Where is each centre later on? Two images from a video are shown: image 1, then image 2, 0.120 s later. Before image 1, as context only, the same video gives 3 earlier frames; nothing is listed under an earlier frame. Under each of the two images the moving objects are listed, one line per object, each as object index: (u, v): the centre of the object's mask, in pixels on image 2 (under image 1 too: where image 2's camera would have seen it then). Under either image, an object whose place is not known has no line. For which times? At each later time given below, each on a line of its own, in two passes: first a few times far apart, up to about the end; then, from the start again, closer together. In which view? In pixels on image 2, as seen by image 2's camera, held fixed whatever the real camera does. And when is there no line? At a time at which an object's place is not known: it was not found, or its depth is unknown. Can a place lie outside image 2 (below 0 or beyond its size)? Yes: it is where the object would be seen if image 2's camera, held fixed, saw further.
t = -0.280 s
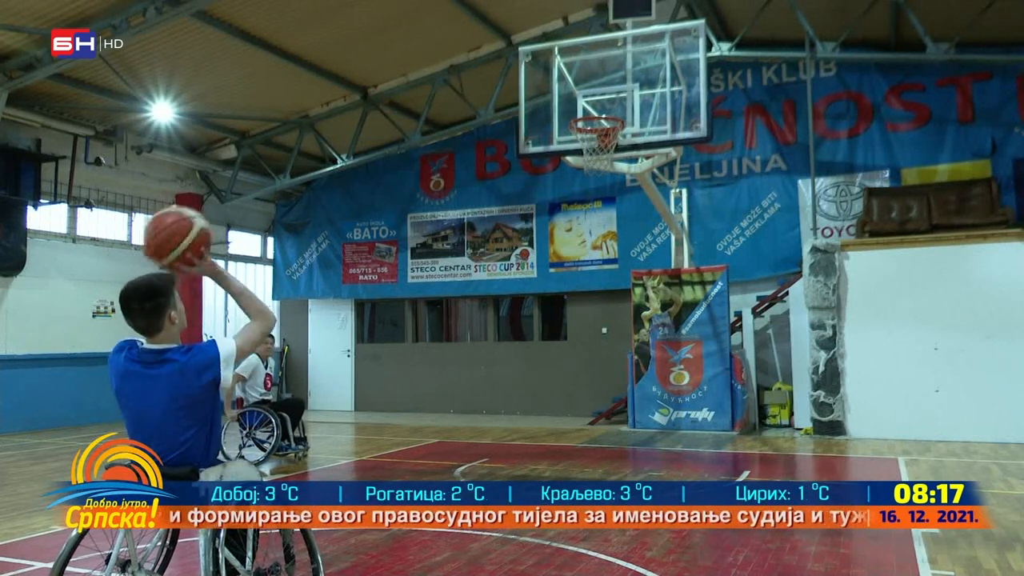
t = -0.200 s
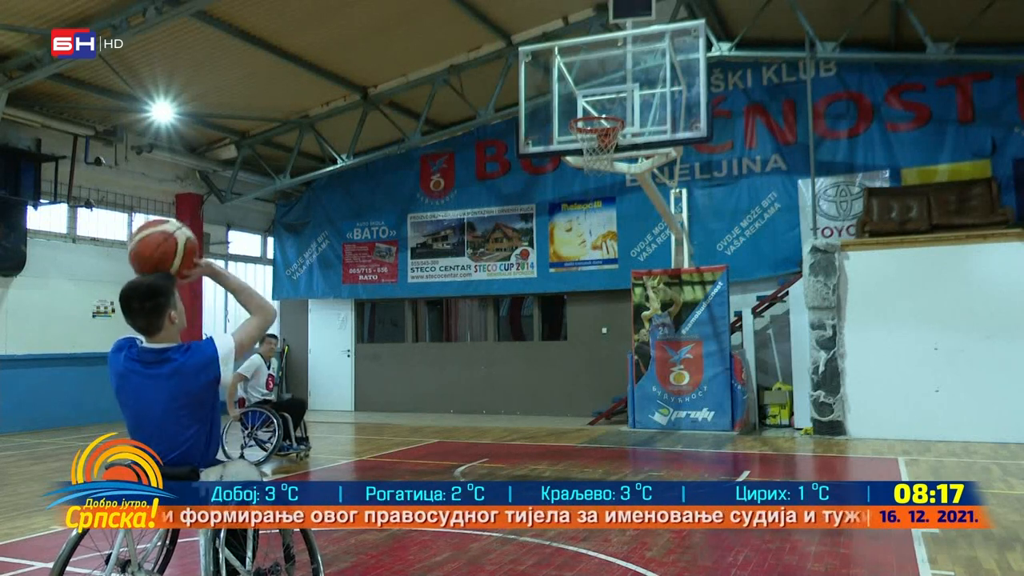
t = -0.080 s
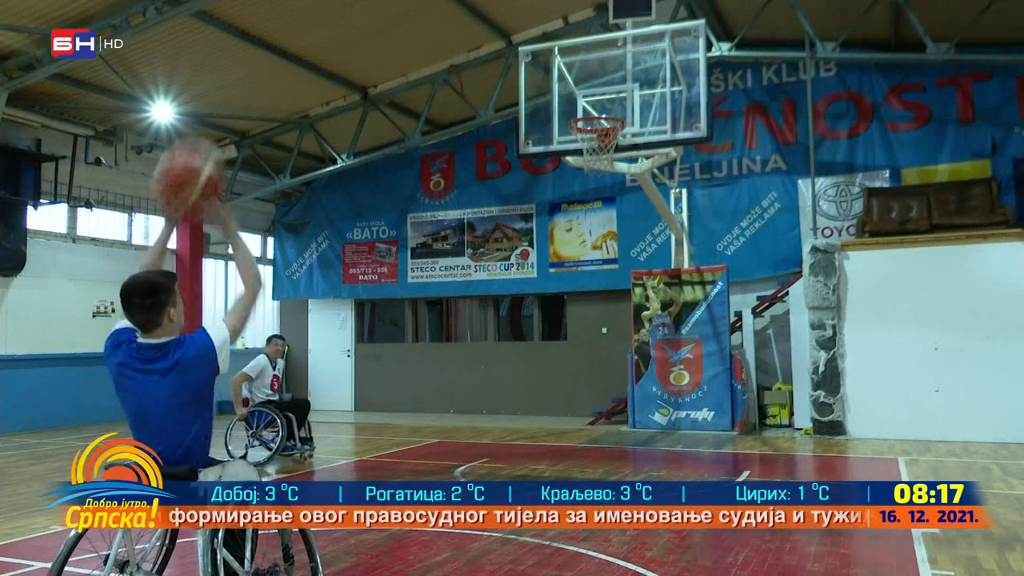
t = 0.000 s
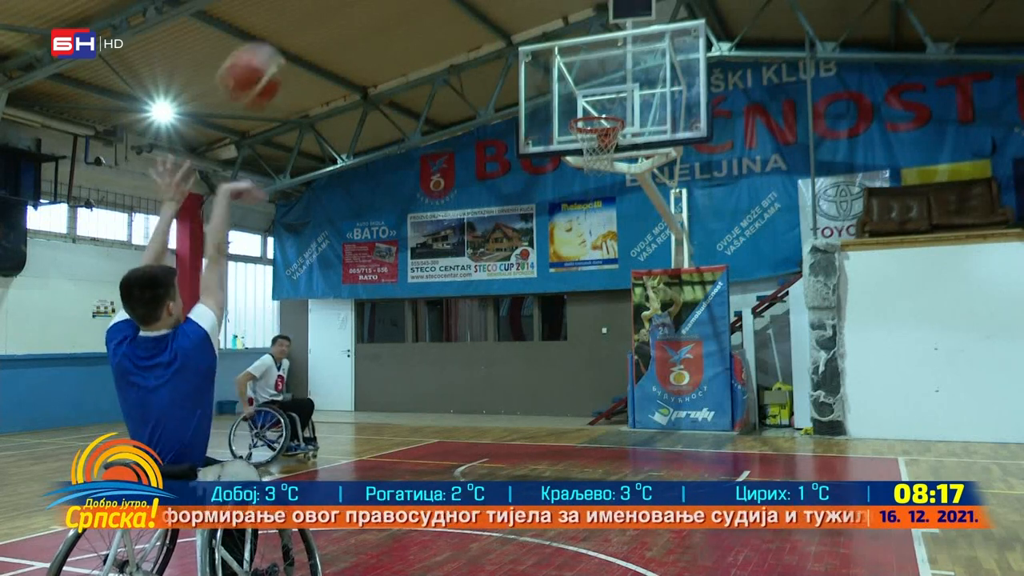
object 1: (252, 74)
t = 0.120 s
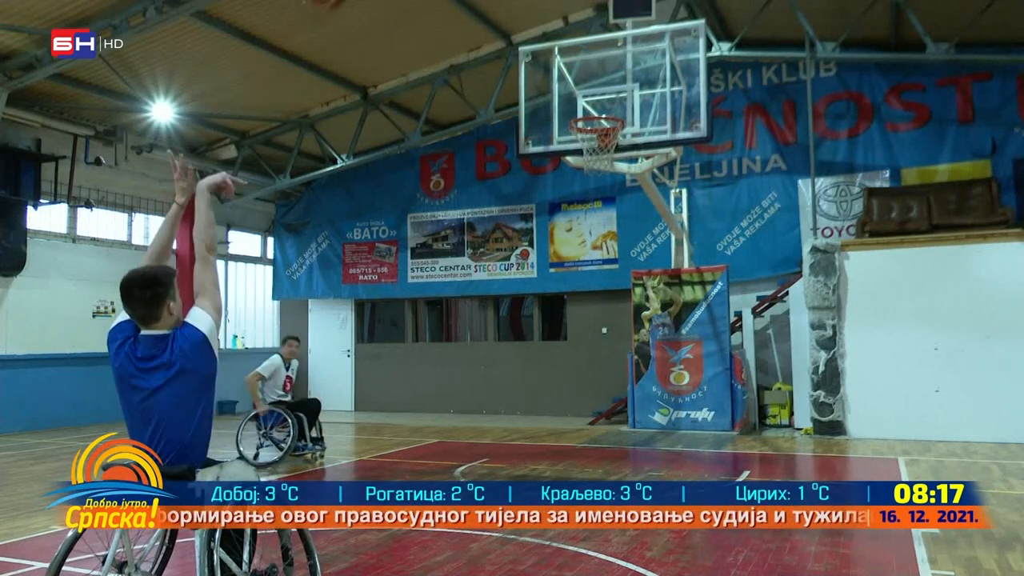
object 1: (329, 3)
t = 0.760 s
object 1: (544, 5)
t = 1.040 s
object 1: (598, 134)
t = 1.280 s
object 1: (618, 228)
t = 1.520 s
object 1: (639, 402)
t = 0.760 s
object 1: (544, 5)
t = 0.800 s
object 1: (555, 14)
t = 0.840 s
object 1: (562, 29)
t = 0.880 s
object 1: (569, 48)
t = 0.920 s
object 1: (576, 69)
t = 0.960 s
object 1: (584, 87)
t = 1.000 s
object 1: (590, 109)
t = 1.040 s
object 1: (598, 134)
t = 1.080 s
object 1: (601, 142)
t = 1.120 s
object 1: (605, 158)
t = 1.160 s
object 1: (608, 177)
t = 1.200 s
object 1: (610, 190)
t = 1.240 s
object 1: (614, 206)
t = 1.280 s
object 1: (618, 228)
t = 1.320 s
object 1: (619, 250)
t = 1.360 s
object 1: (624, 276)
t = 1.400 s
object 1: (626, 304)
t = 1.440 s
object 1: (628, 333)
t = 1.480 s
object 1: (633, 368)
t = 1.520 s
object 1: (639, 402)
